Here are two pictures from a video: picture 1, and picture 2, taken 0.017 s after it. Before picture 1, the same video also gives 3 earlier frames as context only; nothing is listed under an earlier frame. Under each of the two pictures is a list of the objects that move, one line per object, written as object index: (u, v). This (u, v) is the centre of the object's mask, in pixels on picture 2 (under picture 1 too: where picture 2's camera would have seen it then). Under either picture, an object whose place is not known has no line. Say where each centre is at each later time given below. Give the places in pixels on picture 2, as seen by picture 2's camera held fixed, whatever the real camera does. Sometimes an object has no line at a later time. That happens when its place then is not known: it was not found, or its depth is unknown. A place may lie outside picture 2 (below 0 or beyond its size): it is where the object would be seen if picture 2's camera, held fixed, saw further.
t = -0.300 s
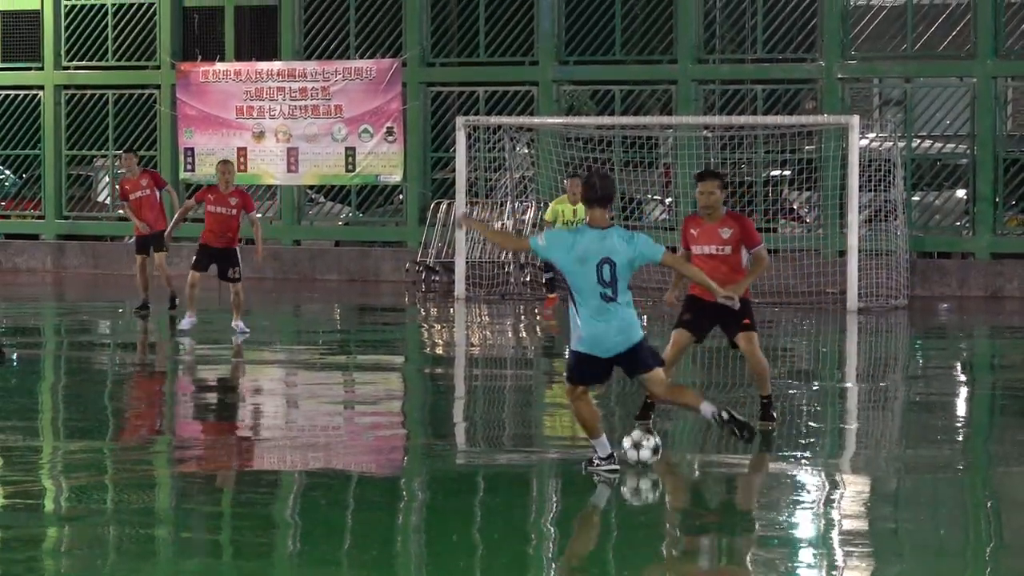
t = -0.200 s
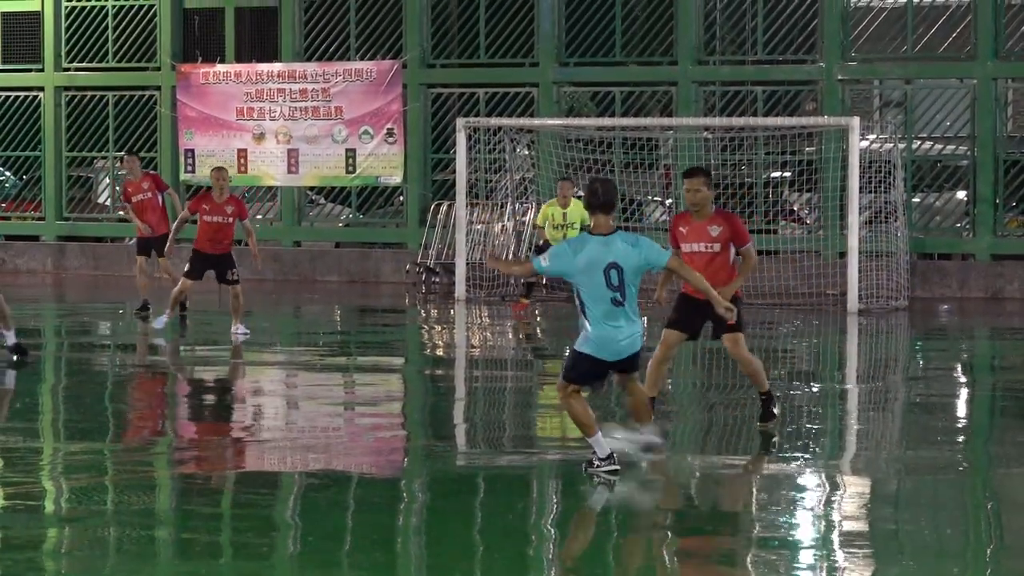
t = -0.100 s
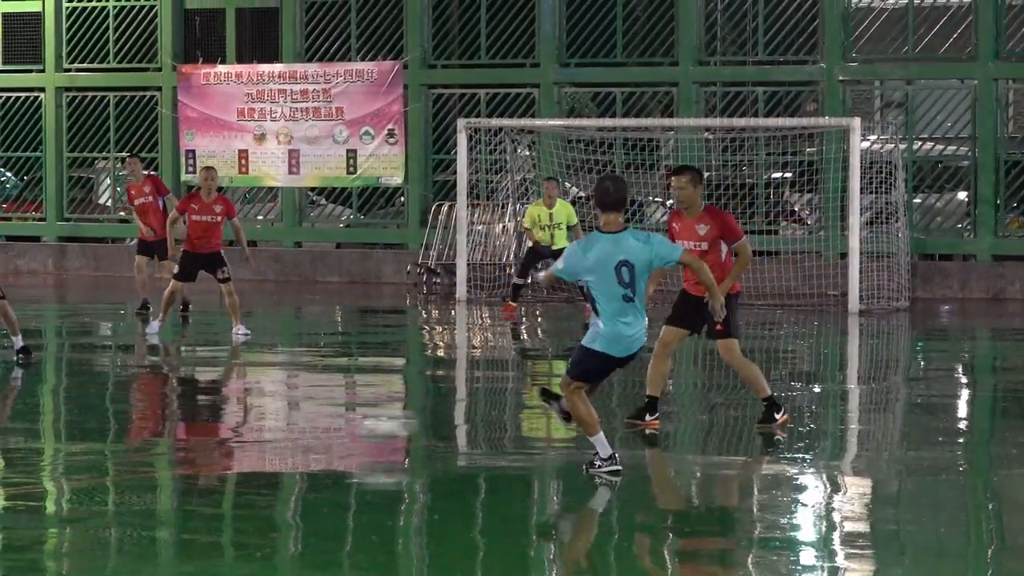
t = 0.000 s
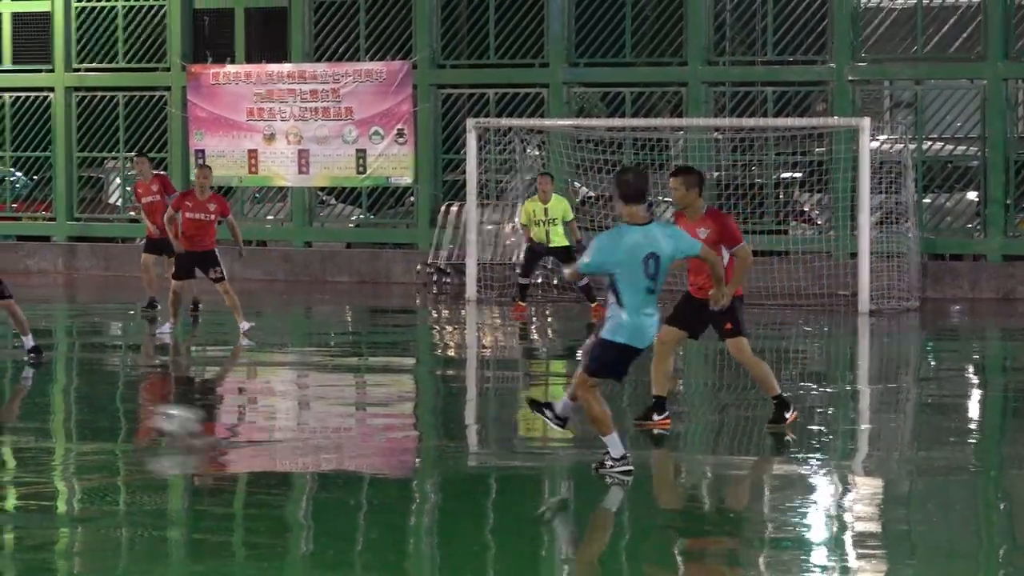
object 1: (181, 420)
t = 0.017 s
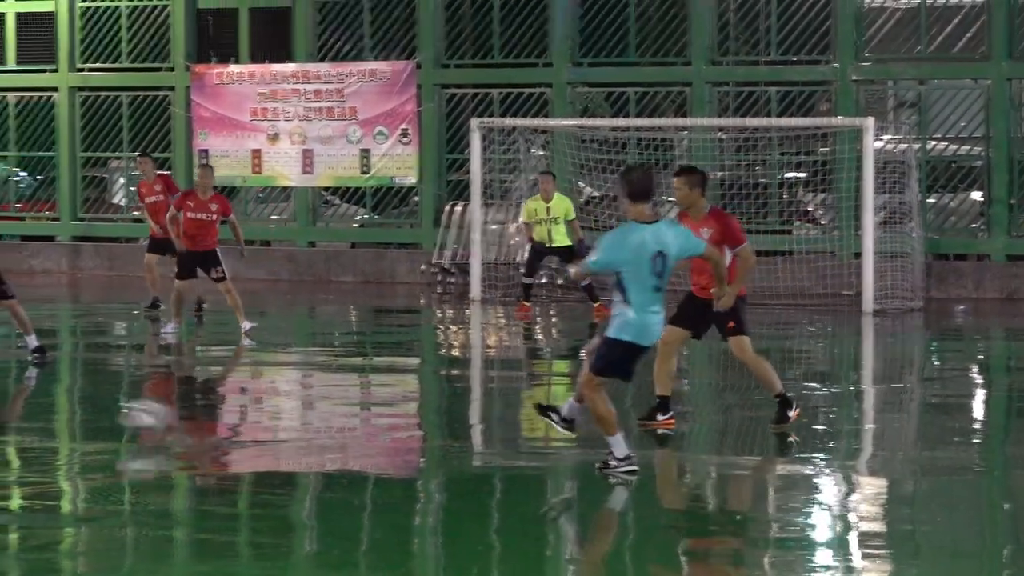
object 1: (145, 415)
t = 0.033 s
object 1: (113, 411)
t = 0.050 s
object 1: (81, 409)
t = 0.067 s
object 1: (47, 404)
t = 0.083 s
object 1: (13, 403)
